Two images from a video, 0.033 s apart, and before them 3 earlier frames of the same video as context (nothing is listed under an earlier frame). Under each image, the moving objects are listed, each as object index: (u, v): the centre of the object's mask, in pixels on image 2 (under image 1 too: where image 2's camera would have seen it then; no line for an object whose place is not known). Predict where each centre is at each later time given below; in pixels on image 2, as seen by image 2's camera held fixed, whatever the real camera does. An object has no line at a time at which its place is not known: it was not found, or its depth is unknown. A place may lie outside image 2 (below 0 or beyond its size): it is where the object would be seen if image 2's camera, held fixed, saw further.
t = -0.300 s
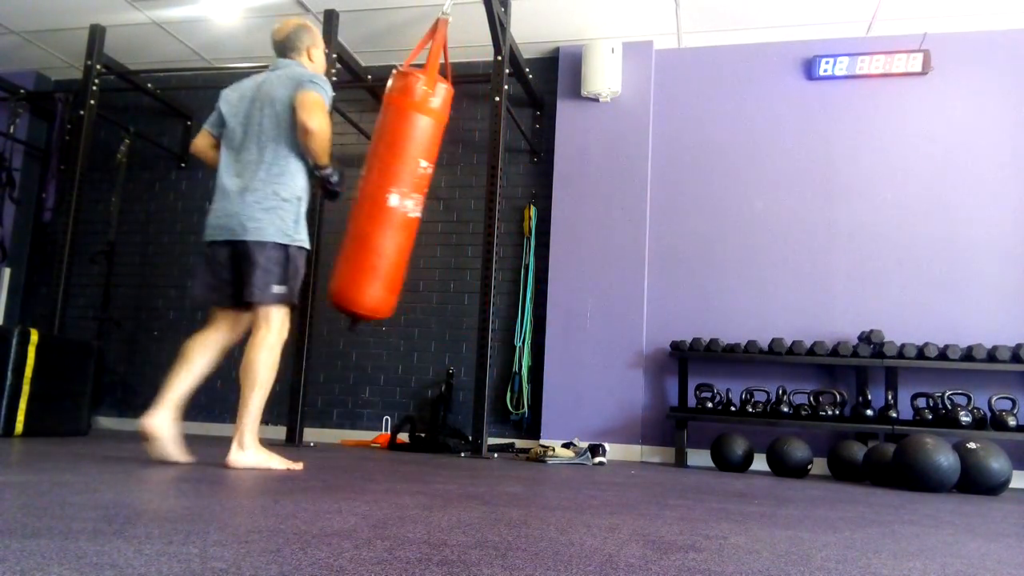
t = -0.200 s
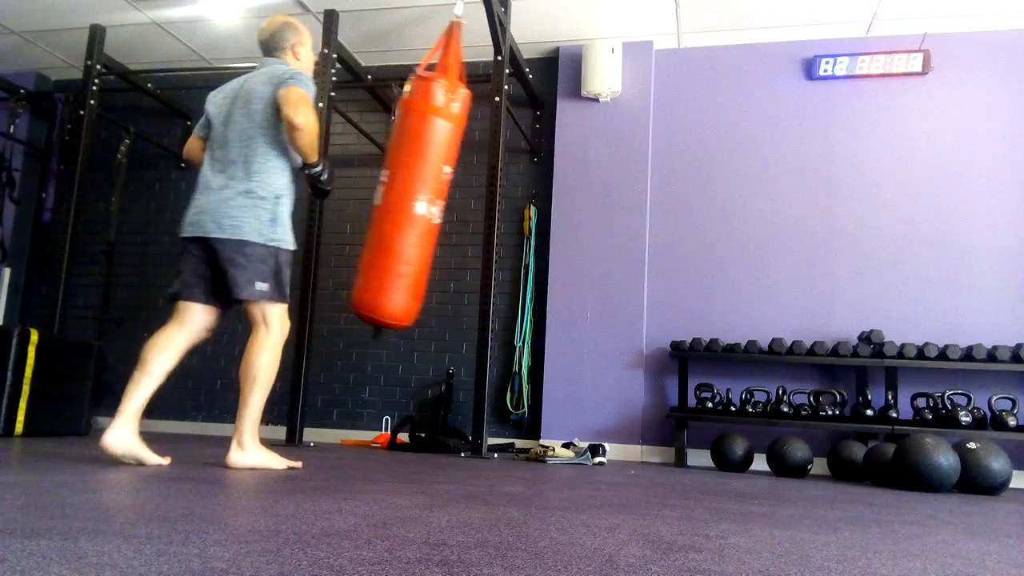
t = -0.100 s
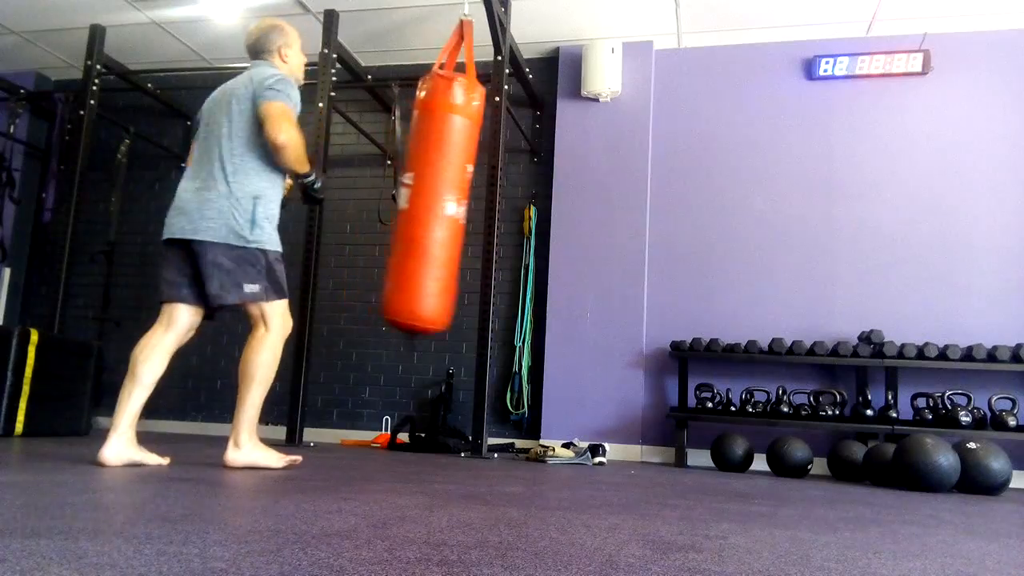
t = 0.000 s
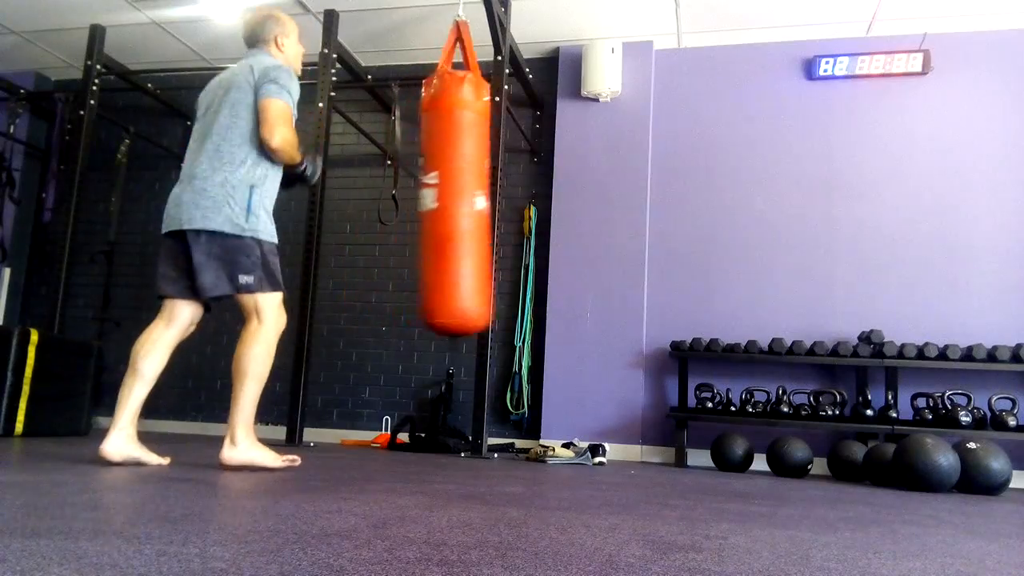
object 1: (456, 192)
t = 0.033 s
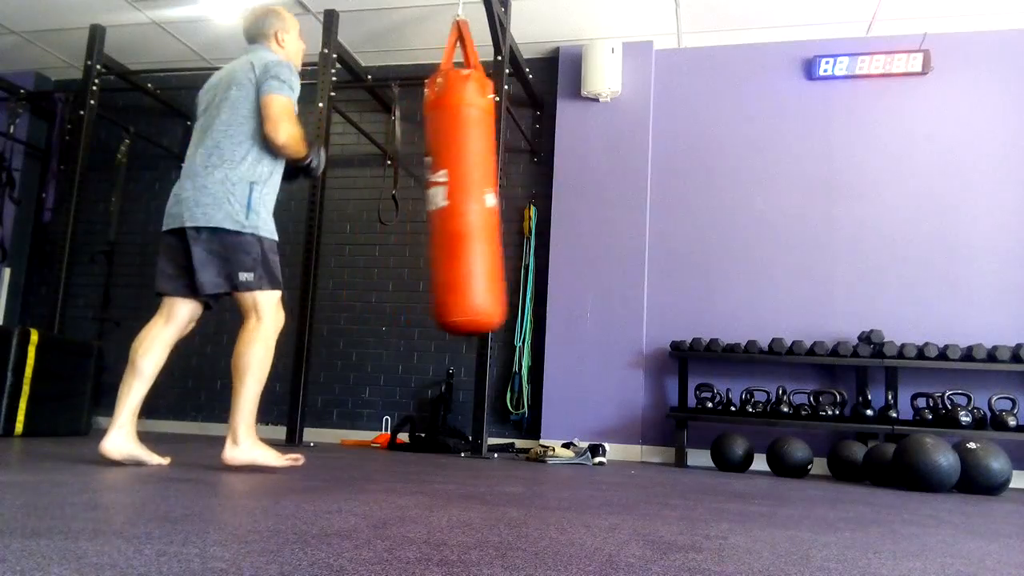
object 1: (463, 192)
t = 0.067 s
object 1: (472, 191)
